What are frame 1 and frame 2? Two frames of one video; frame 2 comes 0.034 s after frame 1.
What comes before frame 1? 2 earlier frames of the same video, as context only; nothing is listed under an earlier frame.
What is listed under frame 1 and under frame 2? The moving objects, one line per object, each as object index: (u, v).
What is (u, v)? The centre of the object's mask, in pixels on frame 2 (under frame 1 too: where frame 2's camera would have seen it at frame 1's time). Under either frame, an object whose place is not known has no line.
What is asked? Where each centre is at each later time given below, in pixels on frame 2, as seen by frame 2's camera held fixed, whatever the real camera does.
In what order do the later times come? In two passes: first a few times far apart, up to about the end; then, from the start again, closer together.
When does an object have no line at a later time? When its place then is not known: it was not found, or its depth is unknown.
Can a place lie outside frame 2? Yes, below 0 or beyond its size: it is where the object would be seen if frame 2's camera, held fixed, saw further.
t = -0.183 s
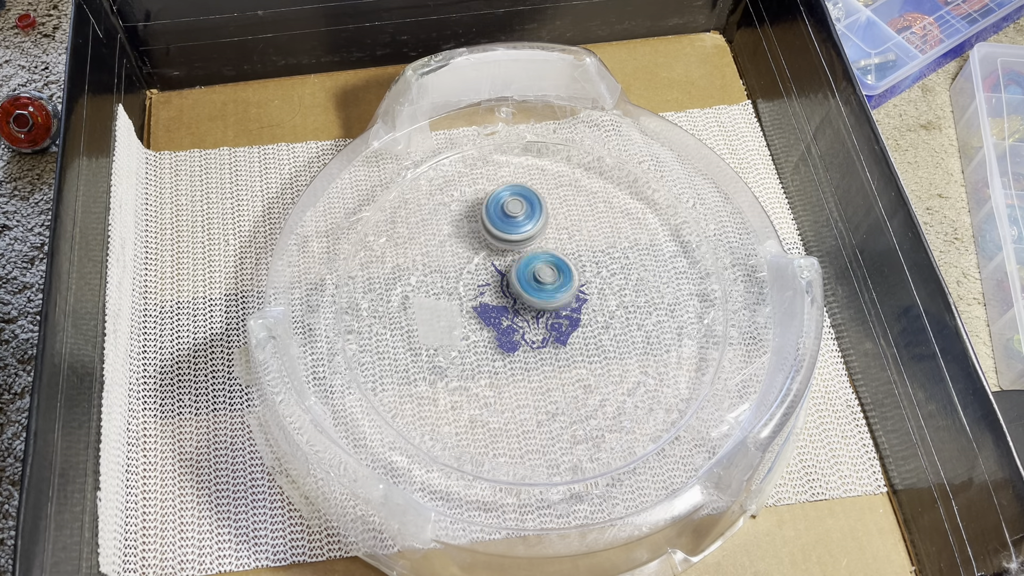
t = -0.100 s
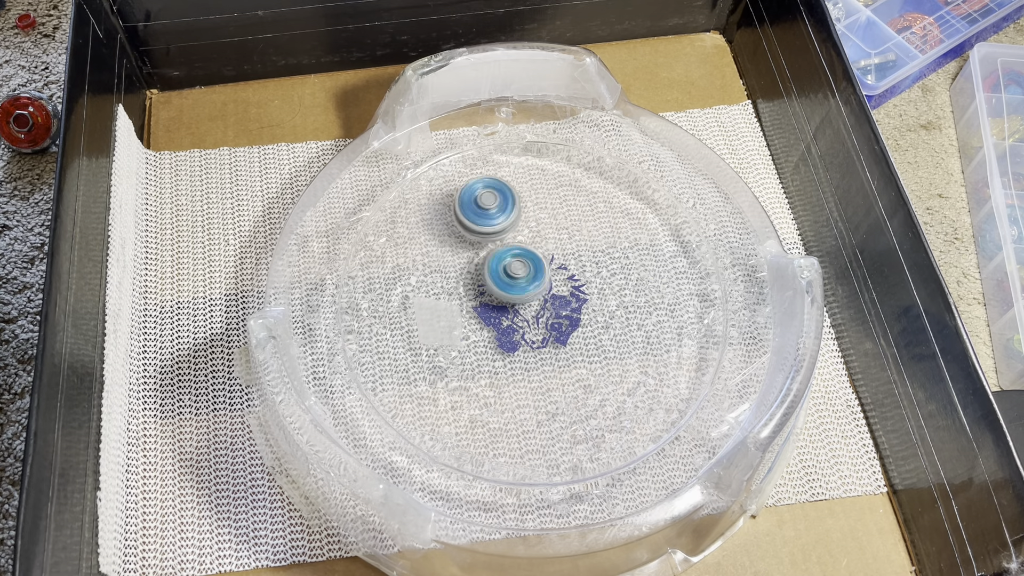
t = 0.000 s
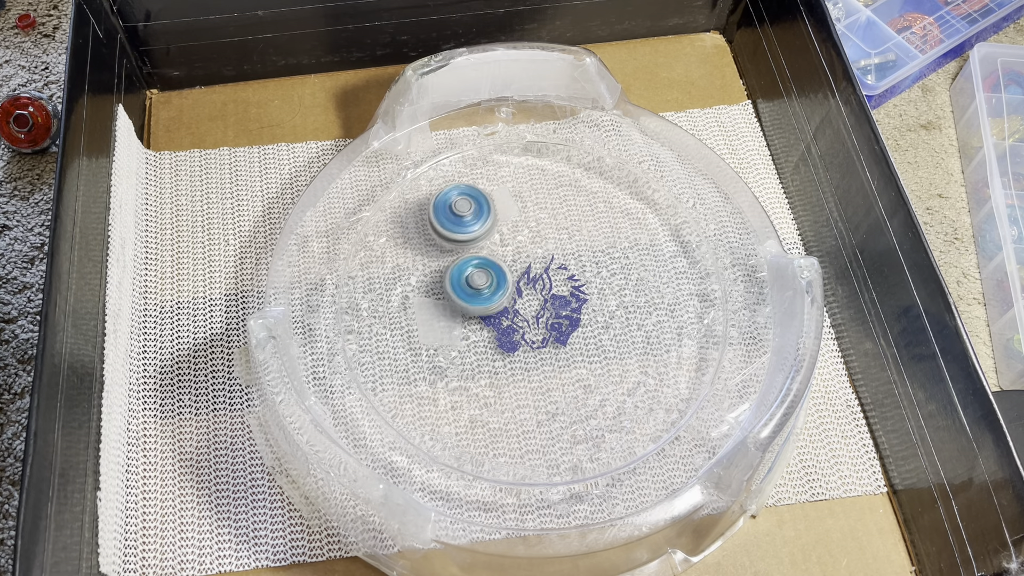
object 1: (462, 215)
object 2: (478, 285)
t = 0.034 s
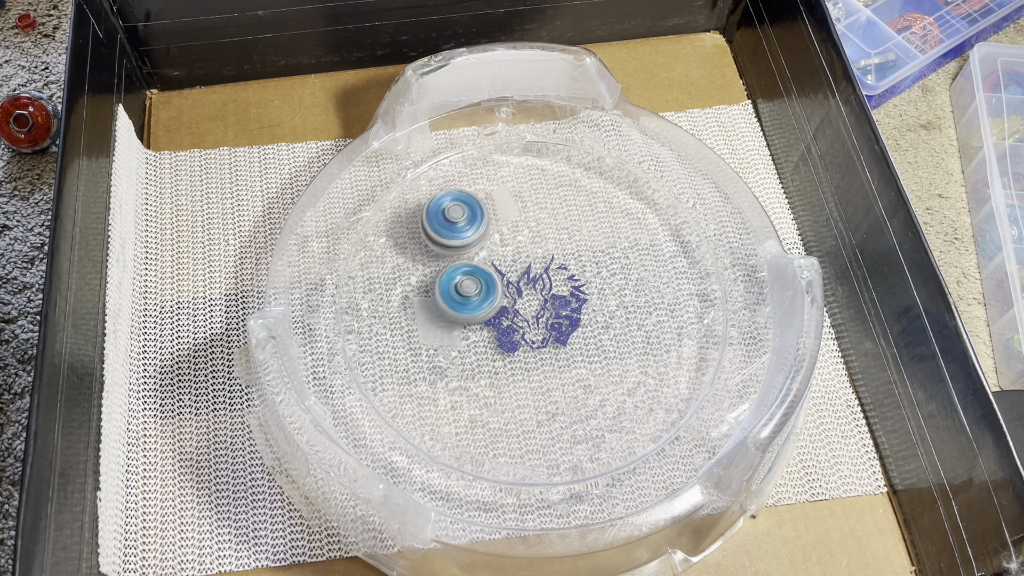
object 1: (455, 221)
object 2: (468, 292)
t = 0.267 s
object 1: (436, 279)
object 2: (495, 356)
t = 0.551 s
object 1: (485, 343)
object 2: (549, 272)
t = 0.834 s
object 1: (564, 354)
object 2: (448, 266)
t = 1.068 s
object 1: (605, 326)
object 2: (505, 342)
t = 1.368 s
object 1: (613, 259)
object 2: (545, 292)
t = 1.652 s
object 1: (546, 245)
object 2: (473, 302)
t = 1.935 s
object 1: (487, 284)
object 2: (557, 322)
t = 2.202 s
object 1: (479, 334)
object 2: (522, 246)
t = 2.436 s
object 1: (509, 379)
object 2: (464, 281)
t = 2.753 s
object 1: (628, 436)
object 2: (420, 260)
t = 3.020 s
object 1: (649, 364)
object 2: (525, 291)
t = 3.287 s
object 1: (591, 279)
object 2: (576, 212)
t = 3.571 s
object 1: (495, 258)
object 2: (502, 193)
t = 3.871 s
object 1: (441, 325)
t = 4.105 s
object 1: (460, 349)
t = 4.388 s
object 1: (513, 338)
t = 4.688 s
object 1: (538, 303)
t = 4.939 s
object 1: (537, 267)
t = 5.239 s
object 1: (522, 258)
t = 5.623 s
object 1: (527, 296)
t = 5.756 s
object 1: (537, 287)
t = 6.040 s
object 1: (541, 297)
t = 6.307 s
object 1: (536, 301)
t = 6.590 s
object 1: (539, 319)
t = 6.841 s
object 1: (582, 301)
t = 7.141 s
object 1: (558, 282)
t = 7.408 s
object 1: (560, 289)
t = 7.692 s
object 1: (553, 310)
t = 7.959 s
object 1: (554, 319)
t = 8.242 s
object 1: (537, 316)
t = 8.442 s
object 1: (521, 314)
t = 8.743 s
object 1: (506, 307)
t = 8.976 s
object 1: (505, 300)
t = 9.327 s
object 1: (484, 233)
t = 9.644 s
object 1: (476, 236)
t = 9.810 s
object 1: (492, 255)
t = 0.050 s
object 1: (452, 224)
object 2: (464, 297)
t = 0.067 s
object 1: (449, 229)
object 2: (461, 301)
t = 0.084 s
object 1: (446, 232)
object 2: (459, 307)
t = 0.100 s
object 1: (444, 236)
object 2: (456, 313)
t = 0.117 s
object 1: (442, 240)
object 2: (454, 318)
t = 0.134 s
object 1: (440, 244)
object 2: (457, 323)
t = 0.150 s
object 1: (439, 248)
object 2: (459, 329)
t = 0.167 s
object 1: (437, 252)
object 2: (461, 334)
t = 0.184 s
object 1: (436, 257)
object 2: (465, 339)
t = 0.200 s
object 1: (436, 261)
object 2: (470, 344)
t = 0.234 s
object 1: (435, 270)
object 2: (481, 351)
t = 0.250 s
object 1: (435, 275)
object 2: (488, 354)
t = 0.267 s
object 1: (436, 279)
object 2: (495, 356)
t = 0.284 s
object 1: (437, 284)
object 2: (503, 356)
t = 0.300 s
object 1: (438, 289)
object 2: (510, 356)
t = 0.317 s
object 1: (439, 293)
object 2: (518, 354)
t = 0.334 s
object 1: (441, 298)
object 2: (526, 351)
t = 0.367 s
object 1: (445, 307)
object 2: (537, 343)
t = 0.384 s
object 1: (447, 310)
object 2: (544, 339)
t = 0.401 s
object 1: (450, 314)
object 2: (548, 333)
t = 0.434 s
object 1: (457, 322)
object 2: (555, 320)
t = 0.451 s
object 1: (460, 326)
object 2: (557, 313)
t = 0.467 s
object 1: (464, 330)
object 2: (558, 306)
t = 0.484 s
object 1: (468, 333)
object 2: (557, 300)
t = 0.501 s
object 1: (472, 336)
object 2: (557, 293)
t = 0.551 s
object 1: (485, 343)
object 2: (549, 272)
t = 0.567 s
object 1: (490, 345)
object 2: (546, 267)
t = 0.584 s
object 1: (495, 348)
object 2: (540, 261)
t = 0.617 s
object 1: (504, 351)
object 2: (529, 251)
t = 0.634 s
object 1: (509, 353)
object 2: (522, 247)
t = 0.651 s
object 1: (513, 354)
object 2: (516, 244)
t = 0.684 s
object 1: (523, 356)
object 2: (502, 241)
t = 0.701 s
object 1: (528, 356)
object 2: (494, 240)
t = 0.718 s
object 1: (533, 357)
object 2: (487, 241)
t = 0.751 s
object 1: (542, 357)
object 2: (474, 245)
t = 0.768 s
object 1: (546, 356)
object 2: (467, 247)
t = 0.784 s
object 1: (551, 356)
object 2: (461, 251)
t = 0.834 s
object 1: (564, 354)
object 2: (448, 266)
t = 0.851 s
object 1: (568, 353)
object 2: (446, 272)
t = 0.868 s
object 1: (572, 351)
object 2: (444, 280)
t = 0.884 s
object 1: (576, 350)
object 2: (443, 287)
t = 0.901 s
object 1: (579, 348)
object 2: (445, 294)
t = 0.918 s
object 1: (582, 347)
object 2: (446, 300)
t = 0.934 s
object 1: (585, 345)
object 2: (448, 311)
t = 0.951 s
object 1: (589, 343)
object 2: (452, 316)
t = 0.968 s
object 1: (591, 340)
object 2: (459, 321)
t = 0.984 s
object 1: (594, 338)
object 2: (466, 327)
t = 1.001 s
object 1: (597, 336)
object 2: (472, 332)
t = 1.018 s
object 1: (599, 334)
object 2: (480, 336)
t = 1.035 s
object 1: (601, 331)
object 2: (488, 338)
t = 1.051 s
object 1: (603, 329)
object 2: (496, 341)
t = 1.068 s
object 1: (605, 326)
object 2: (505, 342)
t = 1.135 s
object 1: (609, 314)
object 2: (539, 340)
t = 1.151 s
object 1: (616, 309)
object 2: (538, 339)
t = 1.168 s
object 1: (621, 303)
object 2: (537, 338)
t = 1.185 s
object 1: (626, 298)
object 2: (537, 336)
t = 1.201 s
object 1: (629, 293)
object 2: (538, 334)
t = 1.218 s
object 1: (629, 289)
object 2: (540, 331)
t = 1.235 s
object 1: (629, 285)
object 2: (542, 328)
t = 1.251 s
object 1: (628, 281)
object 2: (544, 325)
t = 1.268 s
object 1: (627, 277)
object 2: (546, 320)
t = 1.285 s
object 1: (625, 274)
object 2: (547, 316)
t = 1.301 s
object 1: (623, 271)
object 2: (548, 311)
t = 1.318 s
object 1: (621, 268)
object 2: (549, 306)
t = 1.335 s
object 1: (619, 264)
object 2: (548, 301)
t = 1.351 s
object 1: (616, 262)
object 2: (547, 296)
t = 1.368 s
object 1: (613, 259)
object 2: (545, 292)
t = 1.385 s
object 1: (610, 256)
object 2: (542, 287)
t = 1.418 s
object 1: (604, 252)
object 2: (534, 279)
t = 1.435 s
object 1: (600, 250)
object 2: (529, 276)
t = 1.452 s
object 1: (597, 249)
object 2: (524, 274)
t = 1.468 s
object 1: (593, 248)
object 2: (519, 272)
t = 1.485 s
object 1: (588, 246)
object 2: (513, 271)
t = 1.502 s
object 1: (585, 245)
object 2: (508, 271)
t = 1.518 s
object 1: (581, 244)
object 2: (503, 272)
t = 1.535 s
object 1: (576, 243)
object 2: (497, 273)
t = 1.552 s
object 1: (572, 243)
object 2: (492, 276)
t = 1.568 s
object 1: (568, 243)
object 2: (487, 279)
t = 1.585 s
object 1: (564, 243)
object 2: (482, 282)
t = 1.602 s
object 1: (559, 243)
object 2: (478, 287)
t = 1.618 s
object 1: (555, 244)
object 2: (476, 292)
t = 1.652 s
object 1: (546, 245)
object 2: (473, 302)
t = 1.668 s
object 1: (542, 246)
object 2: (474, 308)
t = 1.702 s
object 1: (534, 249)
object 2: (478, 319)
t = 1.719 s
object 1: (530, 250)
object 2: (481, 324)
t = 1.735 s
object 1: (526, 252)
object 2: (485, 328)
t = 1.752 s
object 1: (522, 254)
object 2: (490, 332)
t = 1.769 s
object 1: (519, 256)
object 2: (496, 335)
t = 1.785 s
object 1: (514, 258)
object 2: (502, 337)
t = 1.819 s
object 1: (508, 263)
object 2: (515, 339)
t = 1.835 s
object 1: (504, 266)
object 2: (522, 339)
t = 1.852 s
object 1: (501, 269)
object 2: (530, 338)
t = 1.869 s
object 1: (498, 272)
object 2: (535, 336)
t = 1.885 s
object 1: (495, 275)
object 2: (542, 334)
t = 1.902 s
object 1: (492, 278)
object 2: (547, 330)
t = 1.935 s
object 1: (487, 284)
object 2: (557, 322)
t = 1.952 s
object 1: (485, 288)
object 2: (561, 316)
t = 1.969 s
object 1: (482, 291)
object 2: (563, 310)
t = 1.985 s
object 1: (481, 294)
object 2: (565, 305)
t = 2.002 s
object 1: (480, 297)
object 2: (566, 299)
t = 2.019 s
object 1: (480, 300)
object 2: (566, 292)
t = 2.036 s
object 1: (479, 304)
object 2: (566, 287)
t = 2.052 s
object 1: (478, 307)
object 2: (565, 281)
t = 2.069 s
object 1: (477, 311)
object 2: (563, 275)
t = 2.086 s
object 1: (477, 314)
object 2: (559, 269)
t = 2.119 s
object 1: (476, 320)
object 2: (551, 259)
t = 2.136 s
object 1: (477, 323)
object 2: (547, 255)
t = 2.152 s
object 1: (477, 325)
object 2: (541, 252)
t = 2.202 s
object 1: (479, 334)
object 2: (522, 246)
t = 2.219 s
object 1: (480, 336)
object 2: (515, 245)
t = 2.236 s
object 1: (480, 339)
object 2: (507, 246)
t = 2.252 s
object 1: (482, 341)
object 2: (502, 248)
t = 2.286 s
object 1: (485, 345)
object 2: (489, 253)
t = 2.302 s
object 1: (486, 347)
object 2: (484, 257)
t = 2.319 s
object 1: (488, 349)
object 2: (479, 262)
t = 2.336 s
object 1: (490, 350)
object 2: (475, 267)
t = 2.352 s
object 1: (492, 352)
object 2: (472, 273)
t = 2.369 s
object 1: (494, 354)
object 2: (469, 278)
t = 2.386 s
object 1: (496, 355)
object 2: (469, 285)
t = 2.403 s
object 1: (498, 356)
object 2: (469, 293)
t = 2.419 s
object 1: (500, 358)
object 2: (469, 295)
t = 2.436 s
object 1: (509, 379)
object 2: (464, 281)
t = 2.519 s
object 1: (556, 445)
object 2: (451, 236)
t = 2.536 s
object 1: (564, 452)
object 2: (448, 231)
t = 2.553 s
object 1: (572, 457)
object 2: (444, 228)
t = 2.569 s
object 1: (579, 460)
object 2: (442, 227)
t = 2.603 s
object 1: (590, 461)
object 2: (435, 227)
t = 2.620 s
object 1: (595, 461)
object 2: (432, 228)
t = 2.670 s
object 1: (610, 453)
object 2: (423, 236)
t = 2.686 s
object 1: (614, 449)
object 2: (420, 240)
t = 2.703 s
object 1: (618, 446)
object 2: (418, 244)
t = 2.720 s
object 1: (622, 443)
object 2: (419, 249)
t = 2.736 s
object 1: (625, 440)
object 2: (418, 254)
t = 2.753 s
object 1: (628, 436)
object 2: (420, 260)
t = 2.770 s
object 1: (631, 433)
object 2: (423, 265)
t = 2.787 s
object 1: (634, 430)
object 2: (427, 271)
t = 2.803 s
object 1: (637, 426)
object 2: (431, 276)
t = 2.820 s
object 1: (639, 422)
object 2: (436, 282)
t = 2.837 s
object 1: (641, 418)
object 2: (442, 285)
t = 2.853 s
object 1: (643, 414)
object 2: (449, 289)
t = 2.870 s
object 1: (645, 409)
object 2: (457, 293)
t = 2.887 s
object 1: (647, 406)
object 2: (465, 294)
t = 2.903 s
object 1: (648, 400)
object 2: (471, 296)
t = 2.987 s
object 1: (650, 375)
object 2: (510, 295)
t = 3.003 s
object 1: (650, 370)
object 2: (518, 293)
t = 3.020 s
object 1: (649, 364)
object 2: (525, 291)
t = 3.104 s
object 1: (641, 336)
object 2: (555, 272)
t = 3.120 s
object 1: (639, 331)
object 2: (560, 268)
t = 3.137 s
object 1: (635, 325)
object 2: (564, 262)
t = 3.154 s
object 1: (632, 319)
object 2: (569, 257)
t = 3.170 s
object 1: (628, 313)
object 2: (572, 252)
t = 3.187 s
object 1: (624, 307)
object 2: (575, 246)
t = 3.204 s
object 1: (619, 302)
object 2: (576, 241)
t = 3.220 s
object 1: (614, 296)
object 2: (578, 236)
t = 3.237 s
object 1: (608, 290)
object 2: (578, 230)
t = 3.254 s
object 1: (603, 286)
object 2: (578, 223)
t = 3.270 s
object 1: (596, 282)
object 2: (578, 218)
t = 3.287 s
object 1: (591, 279)
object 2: (576, 212)
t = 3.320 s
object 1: (579, 271)
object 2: (571, 201)
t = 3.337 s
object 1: (573, 268)
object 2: (568, 198)
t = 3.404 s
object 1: (549, 256)
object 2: (550, 189)
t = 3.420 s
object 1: (544, 253)
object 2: (546, 188)
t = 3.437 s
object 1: (537, 253)
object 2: (540, 186)
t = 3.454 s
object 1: (531, 253)
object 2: (535, 185)
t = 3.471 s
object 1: (525, 252)
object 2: (530, 185)
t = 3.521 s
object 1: (509, 256)
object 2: (516, 186)
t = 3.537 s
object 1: (504, 257)
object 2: (511, 187)
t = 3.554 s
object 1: (499, 258)
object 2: (507, 191)
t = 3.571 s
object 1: (495, 258)
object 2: (502, 193)
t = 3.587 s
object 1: (489, 263)
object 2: (500, 194)
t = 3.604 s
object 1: (485, 267)
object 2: (498, 196)
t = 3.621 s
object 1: (480, 270)
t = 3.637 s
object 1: (476, 272)
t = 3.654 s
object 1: (473, 274)
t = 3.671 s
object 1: (469, 276)
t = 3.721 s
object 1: (454, 294)
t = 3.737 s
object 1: (450, 298)
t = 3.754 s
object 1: (448, 303)
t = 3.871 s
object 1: (441, 325)
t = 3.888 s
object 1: (440, 327)
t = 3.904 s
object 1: (441, 330)
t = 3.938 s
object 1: (442, 334)
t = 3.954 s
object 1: (443, 337)
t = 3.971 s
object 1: (444, 338)
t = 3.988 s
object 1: (445, 340)
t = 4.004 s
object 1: (447, 342)
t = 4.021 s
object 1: (449, 343)
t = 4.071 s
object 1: (455, 347)
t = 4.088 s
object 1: (457, 349)
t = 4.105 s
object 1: (460, 349)
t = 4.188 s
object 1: (475, 351)
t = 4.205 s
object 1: (478, 351)
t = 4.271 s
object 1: (491, 348)
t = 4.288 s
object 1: (494, 347)
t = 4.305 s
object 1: (498, 346)
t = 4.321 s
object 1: (500, 345)
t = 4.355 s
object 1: (507, 341)
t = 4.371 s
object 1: (510, 339)
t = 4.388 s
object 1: (513, 338)
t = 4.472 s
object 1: (526, 326)
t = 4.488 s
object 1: (528, 324)
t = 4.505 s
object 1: (526, 324)
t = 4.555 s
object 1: (525, 320)
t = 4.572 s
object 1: (527, 318)
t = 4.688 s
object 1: (538, 303)
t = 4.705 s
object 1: (540, 301)
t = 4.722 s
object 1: (541, 298)
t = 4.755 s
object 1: (544, 294)
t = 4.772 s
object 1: (545, 291)
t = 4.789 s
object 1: (545, 289)
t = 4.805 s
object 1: (547, 287)
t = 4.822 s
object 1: (546, 284)
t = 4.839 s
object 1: (543, 281)
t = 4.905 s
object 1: (538, 271)
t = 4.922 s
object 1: (537, 269)
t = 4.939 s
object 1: (537, 267)
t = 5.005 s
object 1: (535, 261)
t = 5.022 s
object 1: (535, 260)
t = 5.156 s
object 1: (528, 255)
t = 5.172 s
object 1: (526, 255)
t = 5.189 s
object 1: (525, 256)
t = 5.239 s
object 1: (522, 258)
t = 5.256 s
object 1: (521, 259)
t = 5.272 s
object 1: (521, 260)
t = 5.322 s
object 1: (520, 264)
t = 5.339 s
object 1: (519, 266)
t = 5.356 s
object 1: (519, 268)
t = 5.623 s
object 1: (527, 296)
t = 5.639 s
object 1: (528, 298)
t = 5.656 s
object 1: (530, 296)
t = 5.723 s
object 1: (536, 287)
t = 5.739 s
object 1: (537, 287)
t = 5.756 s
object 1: (537, 287)
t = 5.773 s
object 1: (538, 288)
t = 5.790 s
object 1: (538, 288)
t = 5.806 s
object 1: (538, 289)
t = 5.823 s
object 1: (539, 289)
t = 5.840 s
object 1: (539, 289)
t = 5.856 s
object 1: (539, 290)
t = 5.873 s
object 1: (539, 290)
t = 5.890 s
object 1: (540, 291)
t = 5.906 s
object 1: (540, 291)
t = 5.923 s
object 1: (540, 292)
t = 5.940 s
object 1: (540, 293)
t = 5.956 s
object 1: (541, 294)
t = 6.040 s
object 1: (541, 297)
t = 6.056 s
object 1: (542, 296)
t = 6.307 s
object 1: (536, 301)
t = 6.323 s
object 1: (535, 302)
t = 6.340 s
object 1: (535, 303)
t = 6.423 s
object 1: (534, 309)
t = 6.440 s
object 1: (534, 311)
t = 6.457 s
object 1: (533, 312)
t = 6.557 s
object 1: (533, 318)
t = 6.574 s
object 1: (533, 319)
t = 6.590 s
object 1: (539, 319)
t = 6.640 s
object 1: (564, 318)
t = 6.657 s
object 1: (570, 317)
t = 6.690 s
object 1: (577, 315)
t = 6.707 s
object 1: (579, 314)
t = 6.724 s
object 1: (580, 313)
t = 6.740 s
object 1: (581, 311)
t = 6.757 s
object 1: (581, 309)
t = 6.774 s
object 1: (582, 308)
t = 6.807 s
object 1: (582, 305)
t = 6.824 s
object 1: (583, 303)
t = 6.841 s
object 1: (582, 301)
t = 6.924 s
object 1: (579, 294)
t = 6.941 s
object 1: (578, 292)
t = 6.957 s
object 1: (577, 291)
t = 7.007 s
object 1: (573, 288)
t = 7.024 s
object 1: (571, 287)
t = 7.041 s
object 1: (570, 286)
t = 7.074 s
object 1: (566, 285)
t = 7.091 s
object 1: (564, 284)
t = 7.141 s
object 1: (558, 282)
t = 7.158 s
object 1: (556, 282)
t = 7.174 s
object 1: (556, 282)
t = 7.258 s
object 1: (569, 290)
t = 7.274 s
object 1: (569, 291)
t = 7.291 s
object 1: (569, 291)
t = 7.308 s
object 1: (568, 291)
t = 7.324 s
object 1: (567, 291)
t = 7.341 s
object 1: (565, 291)
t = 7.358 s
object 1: (564, 290)
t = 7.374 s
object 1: (562, 290)
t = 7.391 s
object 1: (561, 290)
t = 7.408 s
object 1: (560, 289)
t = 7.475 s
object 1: (553, 289)
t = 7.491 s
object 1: (552, 289)
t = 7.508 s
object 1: (550, 289)
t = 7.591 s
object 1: (541, 290)
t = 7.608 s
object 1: (540, 290)
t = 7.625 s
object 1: (540, 292)
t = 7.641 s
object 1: (544, 298)
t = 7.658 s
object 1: (548, 302)
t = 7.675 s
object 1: (550, 306)
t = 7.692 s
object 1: (553, 310)
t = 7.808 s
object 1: (556, 318)
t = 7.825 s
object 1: (556, 318)
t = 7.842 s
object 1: (556, 318)
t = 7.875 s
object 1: (556, 318)
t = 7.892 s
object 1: (556, 319)
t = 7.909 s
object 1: (556, 319)
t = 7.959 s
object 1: (554, 319)
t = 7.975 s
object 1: (554, 319)
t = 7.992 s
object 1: (553, 319)
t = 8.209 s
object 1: (540, 317)
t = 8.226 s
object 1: (539, 317)
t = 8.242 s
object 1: (537, 316)
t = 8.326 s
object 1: (531, 315)
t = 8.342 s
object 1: (529, 315)
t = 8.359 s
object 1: (528, 315)
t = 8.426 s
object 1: (522, 314)
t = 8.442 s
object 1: (521, 314)
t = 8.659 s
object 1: (509, 309)
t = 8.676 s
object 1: (508, 309)
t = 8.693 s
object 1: (507, 308)
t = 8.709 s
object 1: (507, 308)
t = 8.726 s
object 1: (507, 307)
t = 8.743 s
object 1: (506, 307)
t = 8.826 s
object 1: (505, 305)
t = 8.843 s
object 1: (505, 304)
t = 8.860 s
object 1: (505, 304)
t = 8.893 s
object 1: (505, 303)
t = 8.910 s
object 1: (505, 303)
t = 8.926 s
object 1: (505, 302)
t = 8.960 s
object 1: (505, 301)
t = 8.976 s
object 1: (505, 300)
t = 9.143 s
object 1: (508, 296)
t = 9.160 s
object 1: (509, 296)
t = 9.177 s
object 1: (506, 288)
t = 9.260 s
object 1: (491, 244)
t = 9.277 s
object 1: (489, 239)
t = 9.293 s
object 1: (487, 236)
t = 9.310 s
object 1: (486, 234)
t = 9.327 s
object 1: (484, 233)
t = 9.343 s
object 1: (483, 231)
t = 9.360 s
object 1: (481, 230)
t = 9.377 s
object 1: (480, 229)
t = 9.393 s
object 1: (479, 229)
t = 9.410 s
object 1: (478, 228)
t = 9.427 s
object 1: (477, 228)
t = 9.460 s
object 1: (475, 227)
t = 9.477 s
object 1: (475, 227)
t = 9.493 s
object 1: (475, 227)
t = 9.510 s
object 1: (474, 228)
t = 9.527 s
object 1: (474, 228)
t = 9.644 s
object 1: (476, 236)
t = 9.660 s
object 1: (477, 238)
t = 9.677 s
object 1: (478, 239)
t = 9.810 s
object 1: (492, 255)
